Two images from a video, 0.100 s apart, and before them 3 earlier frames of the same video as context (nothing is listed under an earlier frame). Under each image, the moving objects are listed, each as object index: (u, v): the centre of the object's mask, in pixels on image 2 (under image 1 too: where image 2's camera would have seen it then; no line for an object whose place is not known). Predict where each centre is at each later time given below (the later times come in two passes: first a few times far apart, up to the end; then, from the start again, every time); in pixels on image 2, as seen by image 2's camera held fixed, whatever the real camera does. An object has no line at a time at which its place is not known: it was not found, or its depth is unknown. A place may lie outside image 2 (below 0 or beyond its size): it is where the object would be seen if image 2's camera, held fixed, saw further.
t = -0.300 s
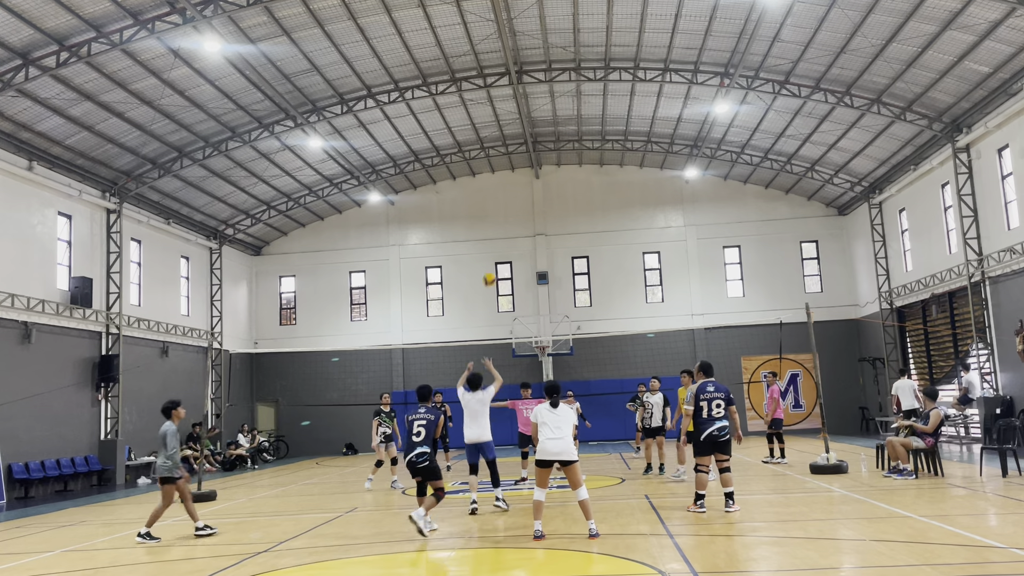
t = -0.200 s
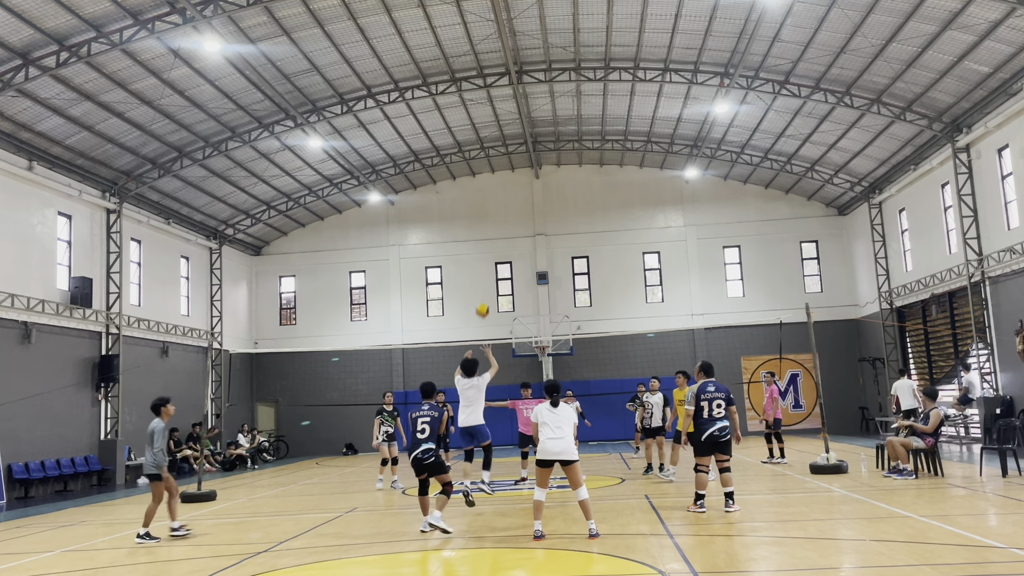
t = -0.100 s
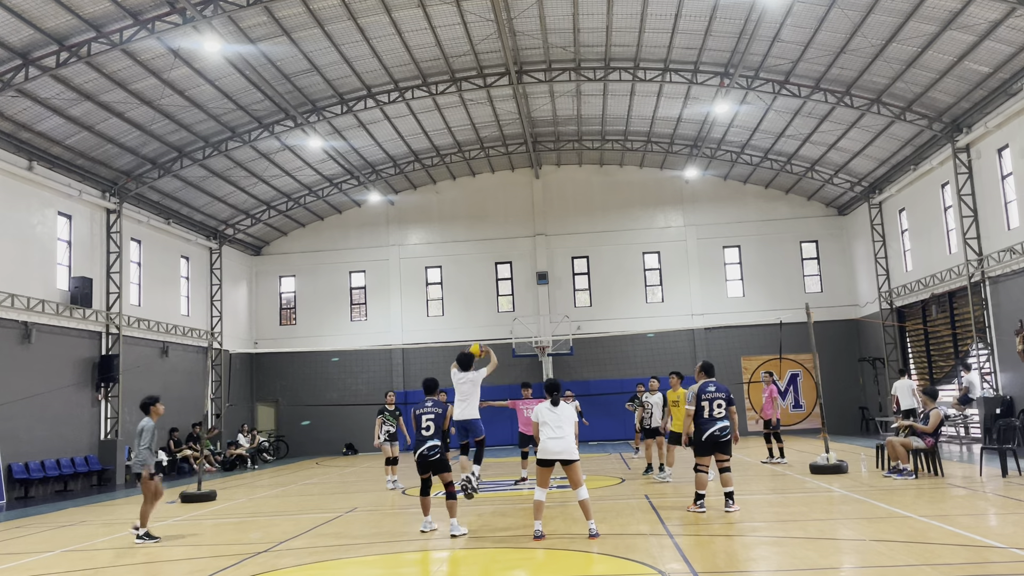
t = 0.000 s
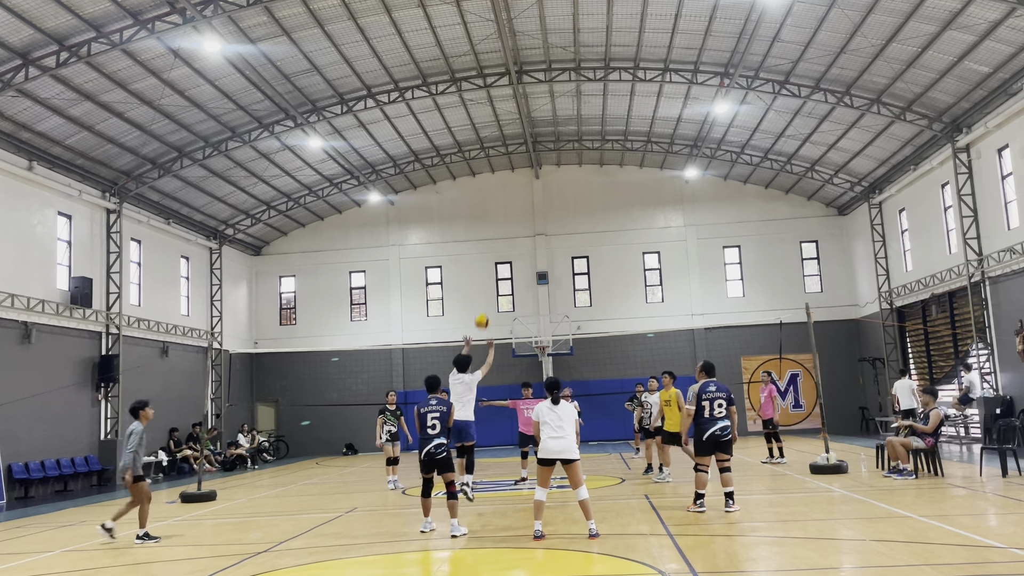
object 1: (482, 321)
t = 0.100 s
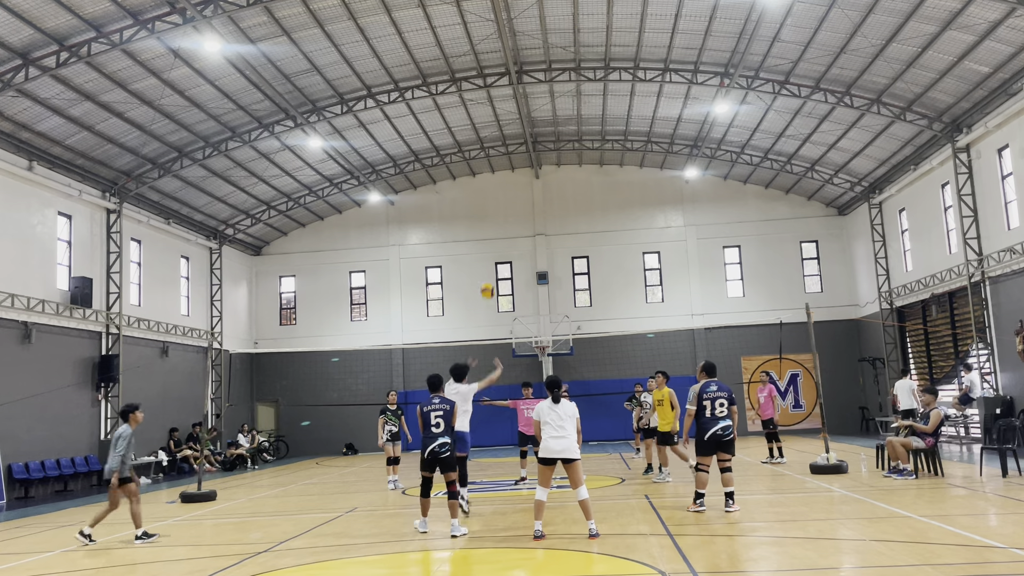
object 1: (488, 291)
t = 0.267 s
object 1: (497, 258)
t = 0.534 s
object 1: (513, 248)
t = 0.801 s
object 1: (531, 284)
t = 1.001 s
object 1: (543, 338)
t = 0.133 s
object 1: (490, 282)
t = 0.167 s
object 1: (491, 275)
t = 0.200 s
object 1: (493, 269)
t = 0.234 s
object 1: (495, 263)
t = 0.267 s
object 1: (497, 258)
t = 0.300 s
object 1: (499, 254)
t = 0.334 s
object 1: (501, 251)
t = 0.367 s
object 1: (503, 249)
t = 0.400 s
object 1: (505, 247)
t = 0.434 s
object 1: (507, 246)
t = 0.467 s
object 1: (510, 247)
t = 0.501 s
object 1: (511, 247)
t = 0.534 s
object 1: (513, 248)
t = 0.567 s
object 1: (516, 250)
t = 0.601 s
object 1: (518, 253)
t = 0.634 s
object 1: (520, 256)
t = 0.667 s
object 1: (522, 260)
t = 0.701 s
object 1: (524, 265)
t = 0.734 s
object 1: (526, 271)
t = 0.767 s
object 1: (529, 277)
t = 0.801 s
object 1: (531, 284)
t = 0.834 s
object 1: (533, 291)
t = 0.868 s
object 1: (535, 299)
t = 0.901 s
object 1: (537, 308)
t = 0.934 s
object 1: (539, 317)
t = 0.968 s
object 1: (541, 327)
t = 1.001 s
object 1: (543, 338)
